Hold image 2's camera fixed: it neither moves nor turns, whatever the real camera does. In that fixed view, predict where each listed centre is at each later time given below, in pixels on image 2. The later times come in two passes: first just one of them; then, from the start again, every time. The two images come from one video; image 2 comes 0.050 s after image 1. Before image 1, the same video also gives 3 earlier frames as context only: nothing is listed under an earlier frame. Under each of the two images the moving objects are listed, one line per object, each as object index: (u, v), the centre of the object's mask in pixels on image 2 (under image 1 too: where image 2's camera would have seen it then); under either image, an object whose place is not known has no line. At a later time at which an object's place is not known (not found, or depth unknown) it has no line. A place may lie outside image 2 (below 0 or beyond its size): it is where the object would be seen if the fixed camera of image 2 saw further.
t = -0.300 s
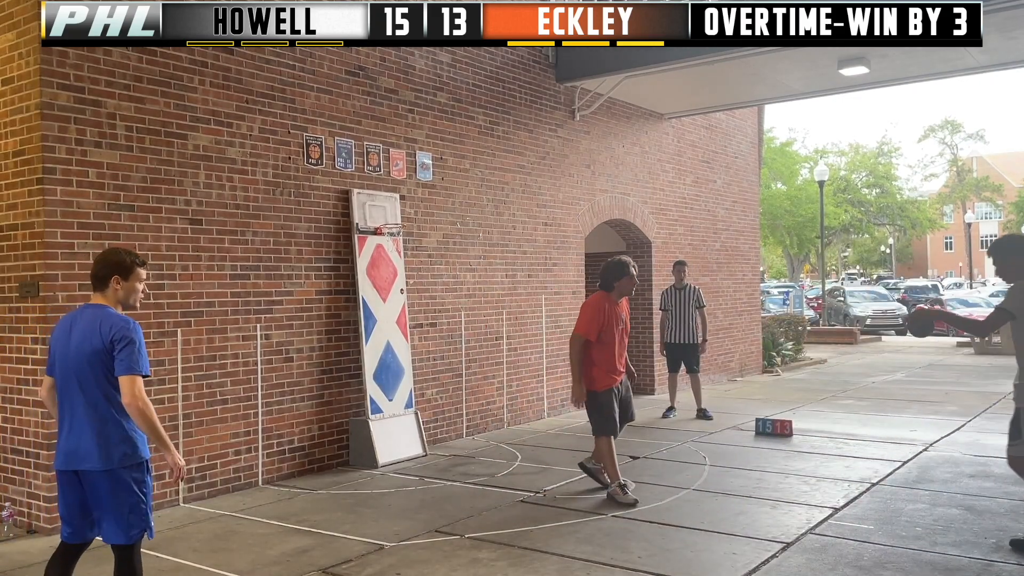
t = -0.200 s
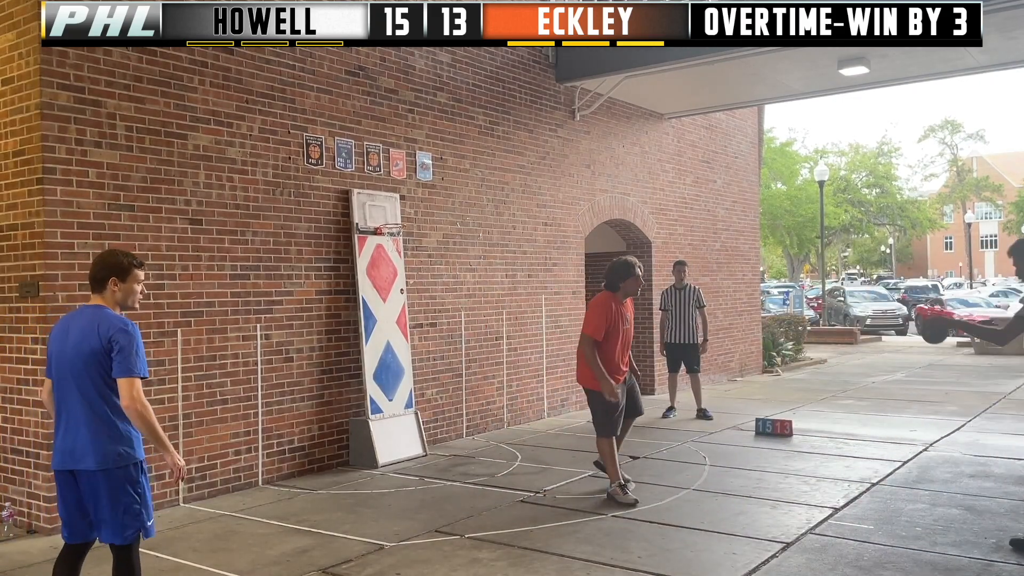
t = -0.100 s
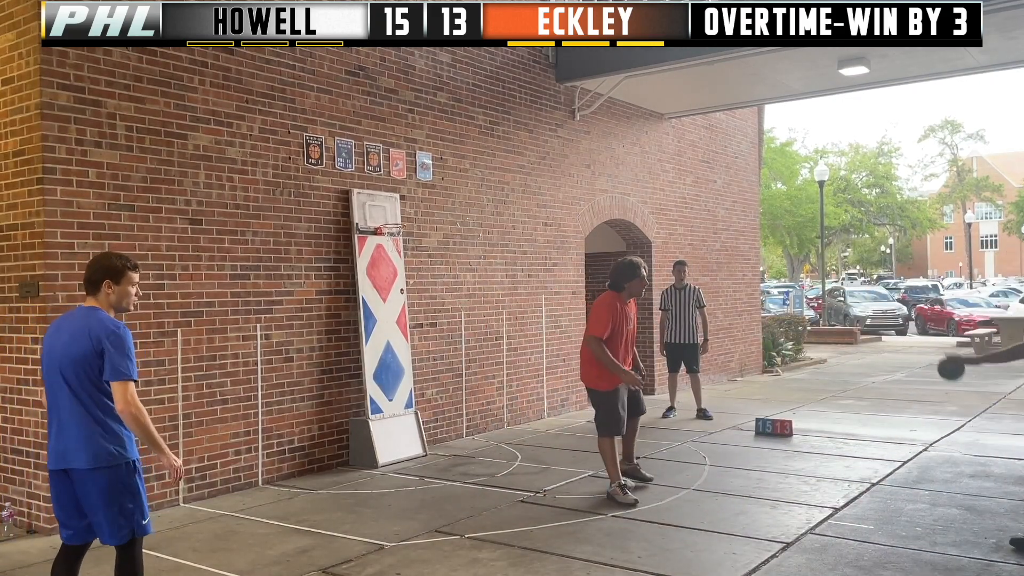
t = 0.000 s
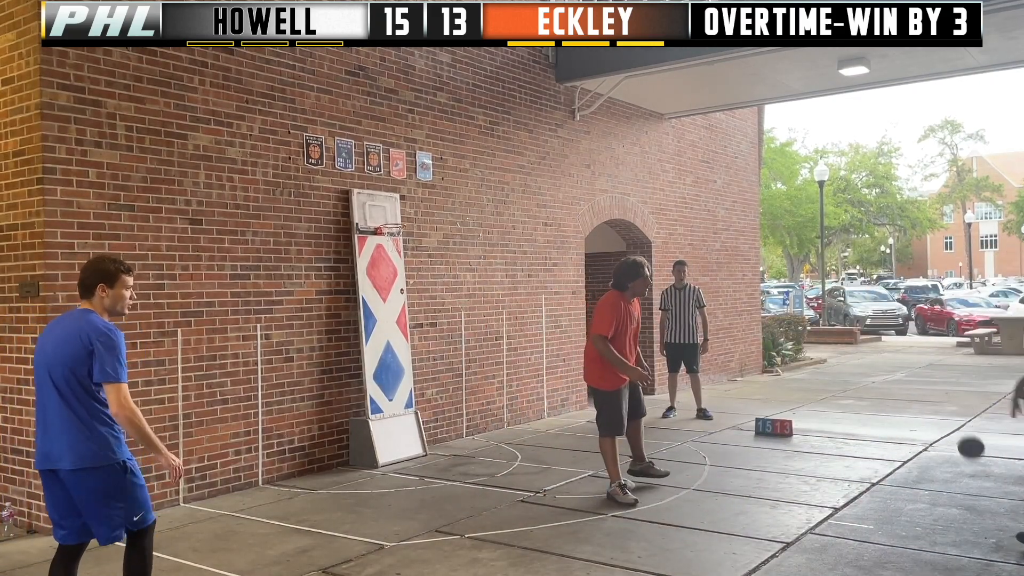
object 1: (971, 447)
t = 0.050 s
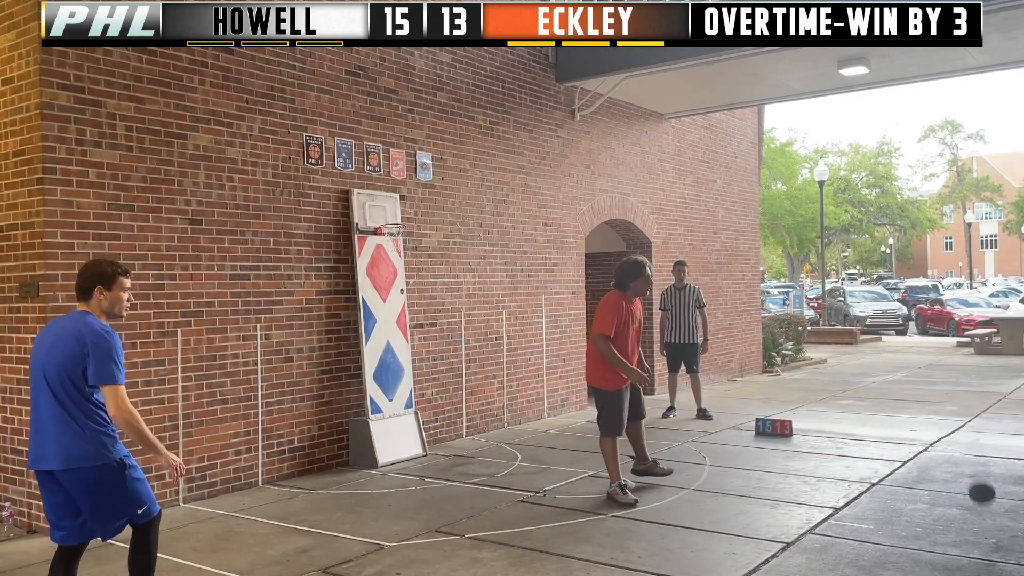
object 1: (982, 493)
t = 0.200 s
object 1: (1010, 447)
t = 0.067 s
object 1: (985, 508)
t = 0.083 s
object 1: (989, 524)
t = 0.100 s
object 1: (992, 515)
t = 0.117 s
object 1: (995, 502)
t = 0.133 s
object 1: (998, 490)
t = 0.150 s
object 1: (1001, 478)
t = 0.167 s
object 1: (1004, 468)
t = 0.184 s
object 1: (1007, 457)
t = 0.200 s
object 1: (1010, 447)
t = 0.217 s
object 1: (1012, 437)
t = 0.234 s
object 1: (1014, 428)
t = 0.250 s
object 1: (1015, 419)
